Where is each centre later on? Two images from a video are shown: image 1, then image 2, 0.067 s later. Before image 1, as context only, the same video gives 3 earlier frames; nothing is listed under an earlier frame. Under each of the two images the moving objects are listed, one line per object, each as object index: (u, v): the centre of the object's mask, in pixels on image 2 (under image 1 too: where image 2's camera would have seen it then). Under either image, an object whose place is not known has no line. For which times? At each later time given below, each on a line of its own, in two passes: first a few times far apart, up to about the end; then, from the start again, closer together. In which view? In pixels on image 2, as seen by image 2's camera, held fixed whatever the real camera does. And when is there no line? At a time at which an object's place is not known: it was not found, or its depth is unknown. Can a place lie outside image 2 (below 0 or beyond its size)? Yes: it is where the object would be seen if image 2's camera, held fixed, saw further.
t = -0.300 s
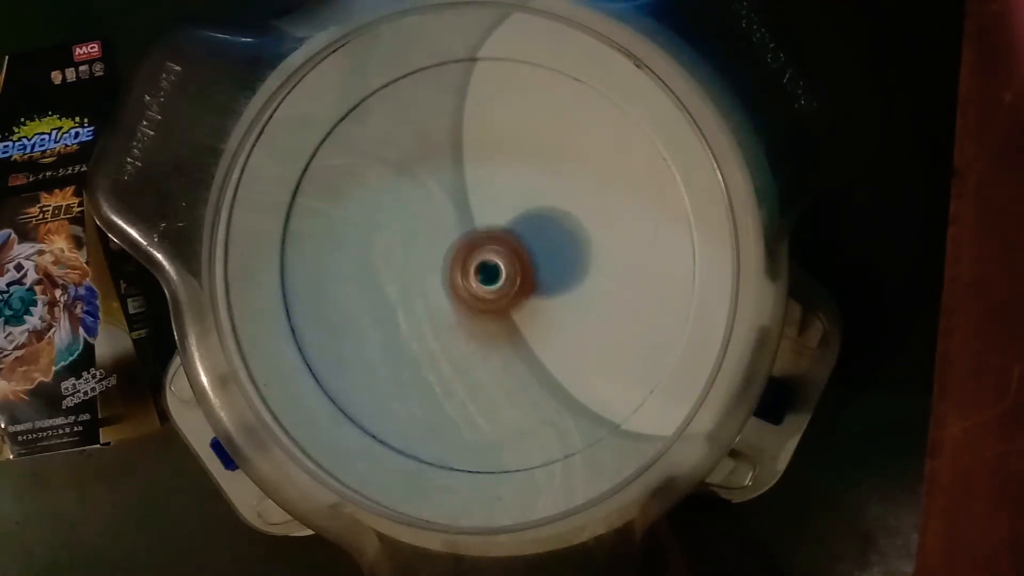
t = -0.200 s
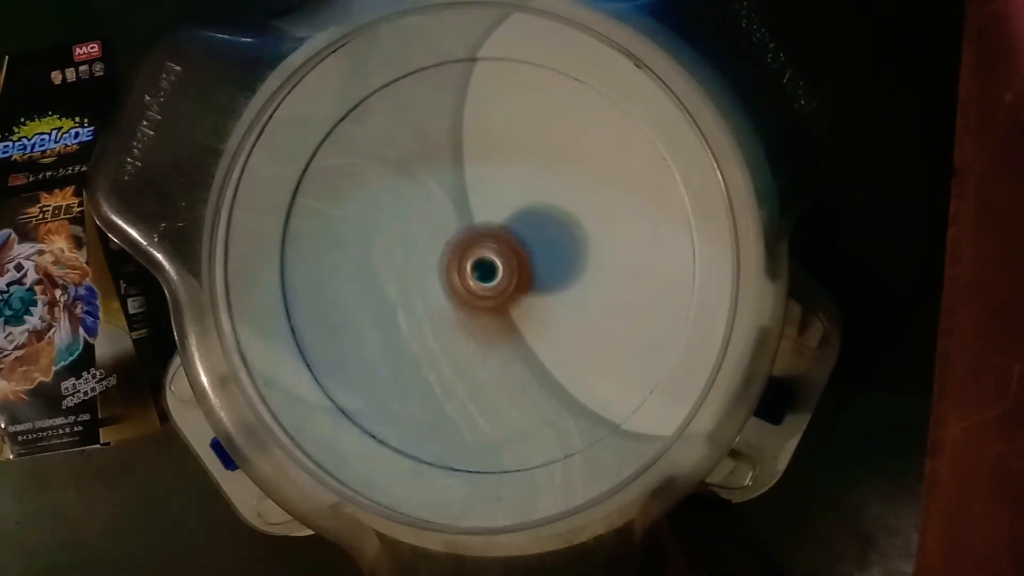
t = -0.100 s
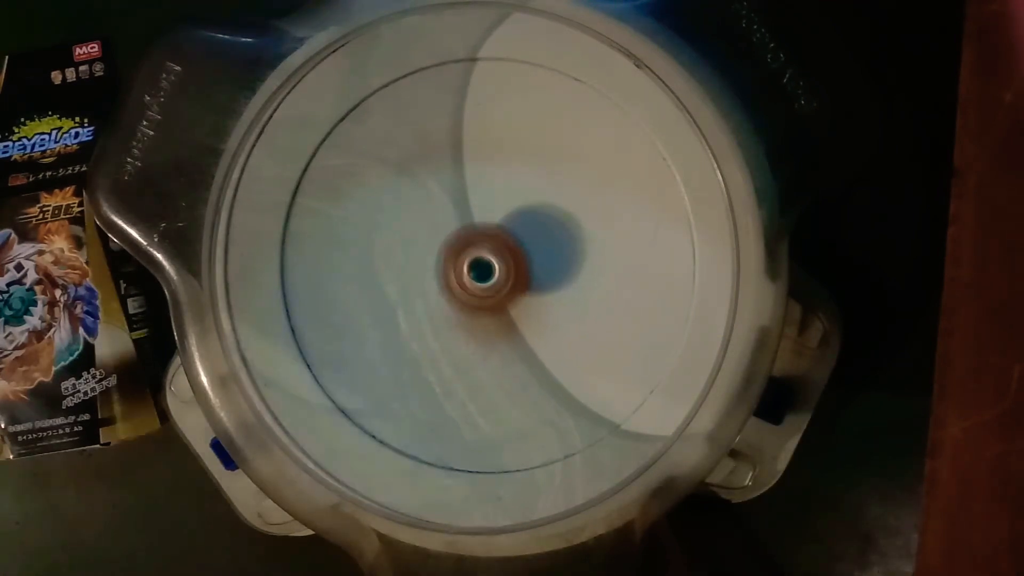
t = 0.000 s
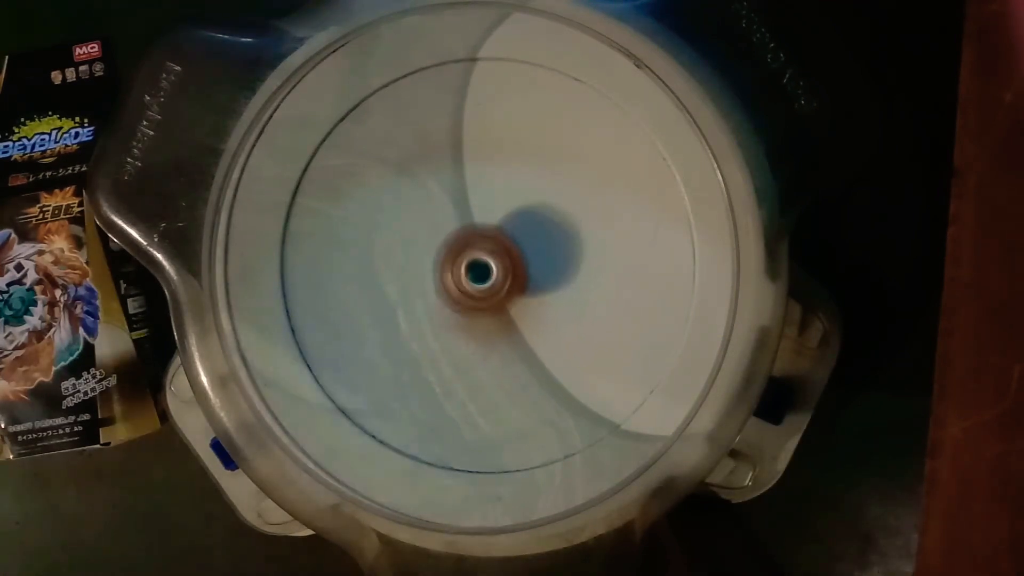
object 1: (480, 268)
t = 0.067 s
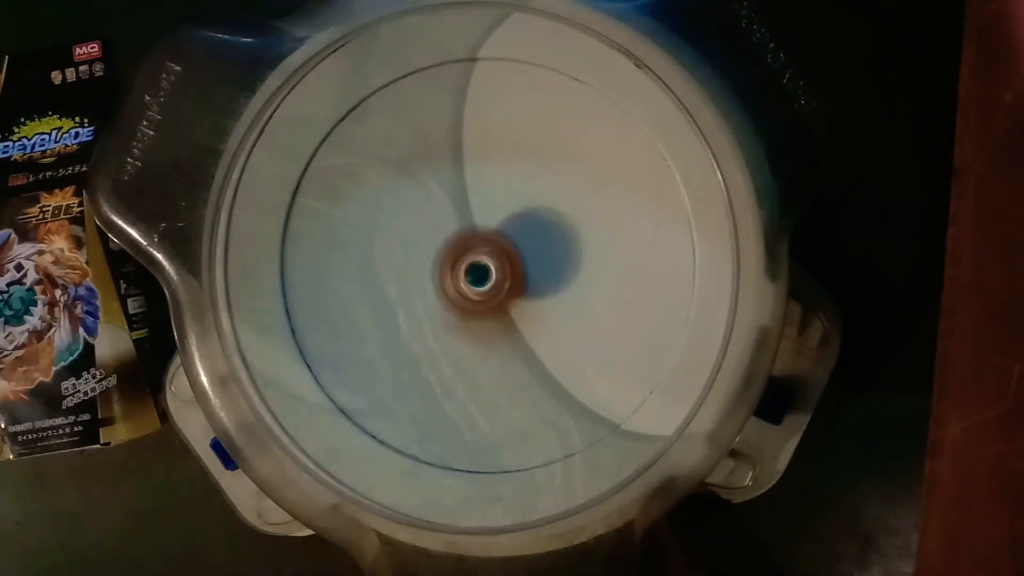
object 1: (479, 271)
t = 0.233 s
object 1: (480, 280)
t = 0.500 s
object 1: (480, 292)
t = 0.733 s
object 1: (484, 294)
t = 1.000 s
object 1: (487, 284)
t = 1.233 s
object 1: (485, 275)
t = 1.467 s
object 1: (480, 270)
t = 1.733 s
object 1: (476, 277)
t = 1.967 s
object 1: (477, 284)
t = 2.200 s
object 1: (485, 285)
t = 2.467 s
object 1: (492, 282)
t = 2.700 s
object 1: (492, 279)
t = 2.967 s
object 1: (487, 286)
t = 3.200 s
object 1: (478, 291)
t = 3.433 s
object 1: (478, 295)
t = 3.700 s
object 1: (482, 294)
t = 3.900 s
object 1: (485, 290)
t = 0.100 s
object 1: (480, 273)
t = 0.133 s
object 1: (479, 275)
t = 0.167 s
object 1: (479, 276)
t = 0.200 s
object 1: (479, 278)
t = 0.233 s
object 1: (480, 280)
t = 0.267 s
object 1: (479, 283)
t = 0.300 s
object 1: (480, 284)
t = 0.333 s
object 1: (480, 285)
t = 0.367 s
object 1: (479, 287)
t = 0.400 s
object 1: (480, 289)
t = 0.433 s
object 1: (479, 290)
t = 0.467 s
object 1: (480, 293)
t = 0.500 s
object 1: (480, 292)
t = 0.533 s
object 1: (480, 293)
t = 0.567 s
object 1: (480, 294)
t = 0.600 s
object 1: (481, 295)
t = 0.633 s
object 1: (482, 295)
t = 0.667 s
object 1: (483, 295)
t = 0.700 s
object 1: (484, 295)
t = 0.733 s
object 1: (484, 294)
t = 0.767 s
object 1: (486, 294)
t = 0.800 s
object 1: (486, 292)
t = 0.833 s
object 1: (487, 291)
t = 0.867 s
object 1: (487, 290)
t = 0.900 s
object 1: (487, 288)
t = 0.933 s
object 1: (488, 287)
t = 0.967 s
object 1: (487, 285)
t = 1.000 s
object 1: (487, 284)
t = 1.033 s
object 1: (487, 282)
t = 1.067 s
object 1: (487, 281)
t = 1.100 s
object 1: (487, 279)
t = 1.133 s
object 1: (486, 278)
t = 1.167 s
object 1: (486, 277)
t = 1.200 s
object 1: (486, 275)
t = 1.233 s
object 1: (485, 275)
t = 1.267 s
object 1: (485, 273)
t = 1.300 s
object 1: (484, 272)
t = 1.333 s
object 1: (483, 271)
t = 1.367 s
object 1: (483, 270)
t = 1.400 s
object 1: (481, 270)
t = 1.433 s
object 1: (481, 270)
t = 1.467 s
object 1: (480, 270)
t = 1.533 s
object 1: (480, 271)
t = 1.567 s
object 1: (480, 271)
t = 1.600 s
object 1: (480, 274)
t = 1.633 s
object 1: (479, 274)
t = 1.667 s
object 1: (478, 276)
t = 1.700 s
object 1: (477, 276)
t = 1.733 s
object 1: (476, 277)
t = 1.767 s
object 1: (476, 278)
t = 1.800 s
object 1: (475, 279)
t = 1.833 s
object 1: (475, 280)
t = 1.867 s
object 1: (475, 281)
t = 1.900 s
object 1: (475, 282)
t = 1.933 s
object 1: (476, 283)
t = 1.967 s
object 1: (477, 284)
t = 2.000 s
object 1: (478, 285)
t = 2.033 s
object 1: (478, 284)
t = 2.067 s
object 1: (480, 286)
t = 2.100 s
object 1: (481, 286)
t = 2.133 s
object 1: (482, 285)
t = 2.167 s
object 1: (484, 286)
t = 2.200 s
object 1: (485, 285)
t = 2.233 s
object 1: (486, 285)
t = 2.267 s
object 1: (488, 285)
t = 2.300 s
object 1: (488, 284)
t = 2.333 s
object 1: (490, 284)
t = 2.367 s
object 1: (491, 283)
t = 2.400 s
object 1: (491, 283)
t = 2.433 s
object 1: (492, 282)
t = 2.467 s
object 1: (492, 282)
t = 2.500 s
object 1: (492, 281)
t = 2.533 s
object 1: (492, 280)
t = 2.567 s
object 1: (492, 280)
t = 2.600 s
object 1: (492, 280)
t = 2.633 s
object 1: (492, 278)
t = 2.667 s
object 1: (491, 278)
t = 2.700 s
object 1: (492, 279)
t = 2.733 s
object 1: (492, 279)
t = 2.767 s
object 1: (491, 280)
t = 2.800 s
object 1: (491, 282)
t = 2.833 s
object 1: (490, 282)
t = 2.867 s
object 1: (490, 285)
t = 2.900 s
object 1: (489, 285)
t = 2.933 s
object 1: (487, 285)
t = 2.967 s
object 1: (487, 286)
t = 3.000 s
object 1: (485, 287)
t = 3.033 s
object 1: (484, 288)
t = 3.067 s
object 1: (483, 289)
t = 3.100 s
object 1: (481, 289)
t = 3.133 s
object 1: (479, 290)
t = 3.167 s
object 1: (479, 290)
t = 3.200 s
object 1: (478, 291)
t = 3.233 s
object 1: (478, 292)
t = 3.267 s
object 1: (478, 292)
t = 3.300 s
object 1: (477, 293)
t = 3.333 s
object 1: (478, 294)
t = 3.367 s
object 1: (478, 294)
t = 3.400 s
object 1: (478, 295)
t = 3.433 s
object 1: (478, 295)
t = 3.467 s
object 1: (478, 295)
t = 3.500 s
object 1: (478, 295)
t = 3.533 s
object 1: (478, 295)
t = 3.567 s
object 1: (479, 295)
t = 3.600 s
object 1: (480, 295)
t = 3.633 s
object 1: (480, 294)
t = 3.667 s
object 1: (480, 294)
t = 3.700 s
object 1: (482, 294)
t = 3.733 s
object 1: (482, 294)
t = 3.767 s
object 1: (482, 294)
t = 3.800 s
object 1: (483, 292)
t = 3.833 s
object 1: (484, 292)
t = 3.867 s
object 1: (484, 292)
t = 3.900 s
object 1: (485, 290)
